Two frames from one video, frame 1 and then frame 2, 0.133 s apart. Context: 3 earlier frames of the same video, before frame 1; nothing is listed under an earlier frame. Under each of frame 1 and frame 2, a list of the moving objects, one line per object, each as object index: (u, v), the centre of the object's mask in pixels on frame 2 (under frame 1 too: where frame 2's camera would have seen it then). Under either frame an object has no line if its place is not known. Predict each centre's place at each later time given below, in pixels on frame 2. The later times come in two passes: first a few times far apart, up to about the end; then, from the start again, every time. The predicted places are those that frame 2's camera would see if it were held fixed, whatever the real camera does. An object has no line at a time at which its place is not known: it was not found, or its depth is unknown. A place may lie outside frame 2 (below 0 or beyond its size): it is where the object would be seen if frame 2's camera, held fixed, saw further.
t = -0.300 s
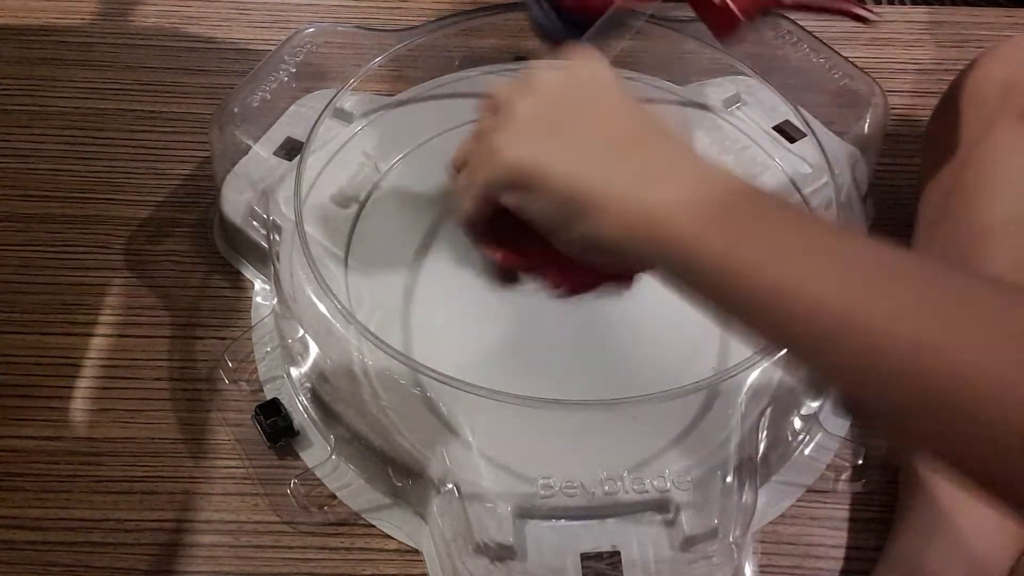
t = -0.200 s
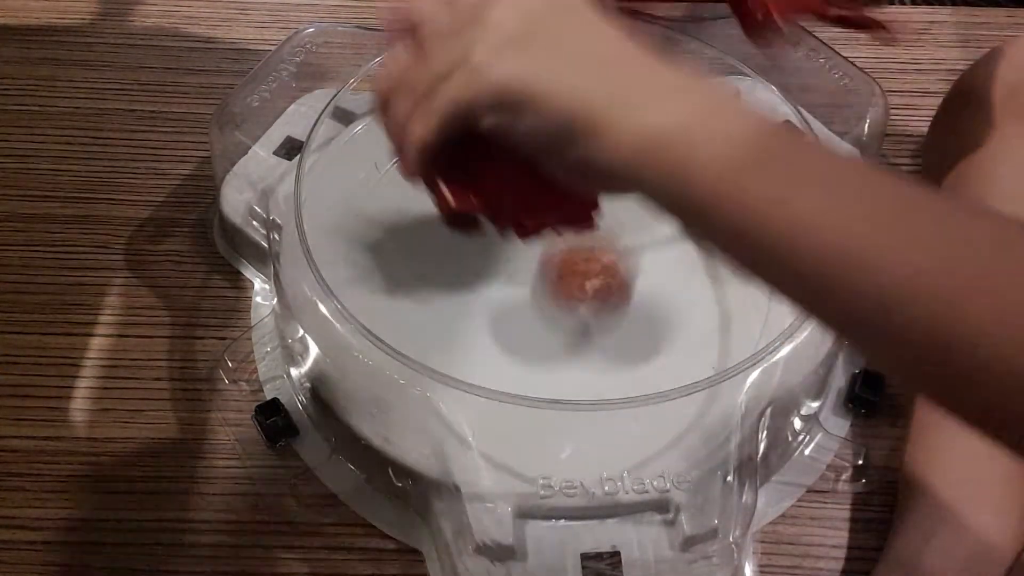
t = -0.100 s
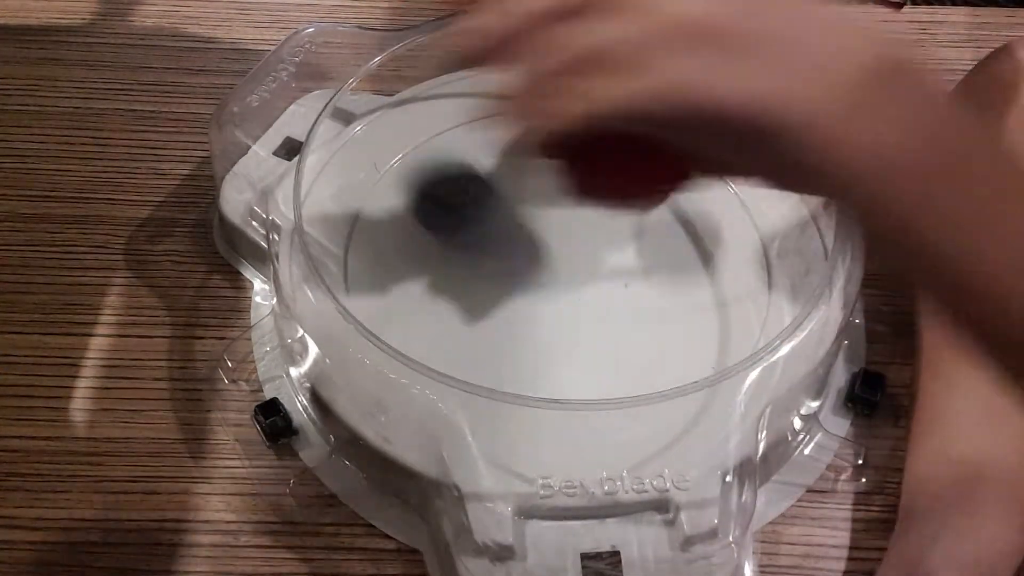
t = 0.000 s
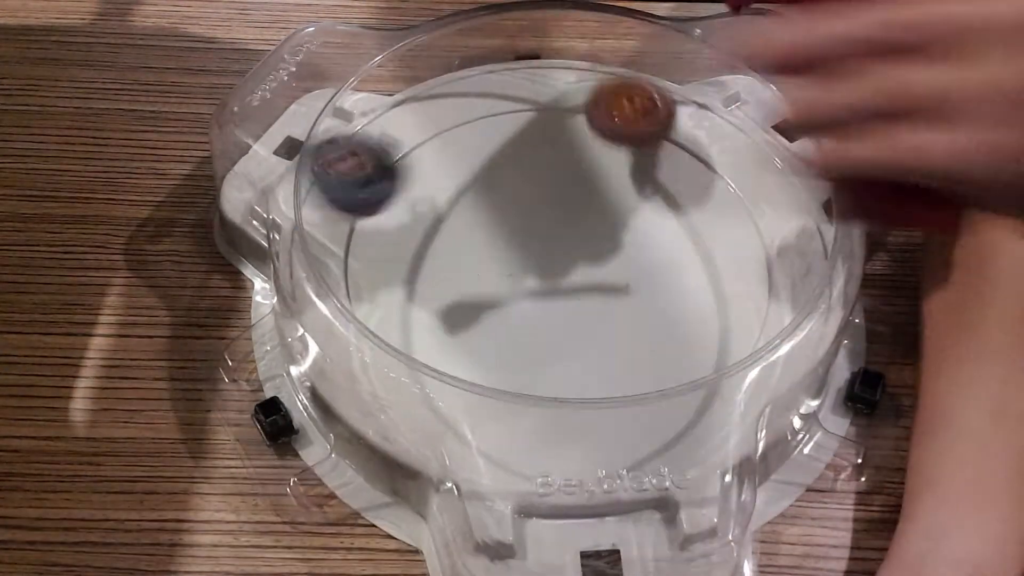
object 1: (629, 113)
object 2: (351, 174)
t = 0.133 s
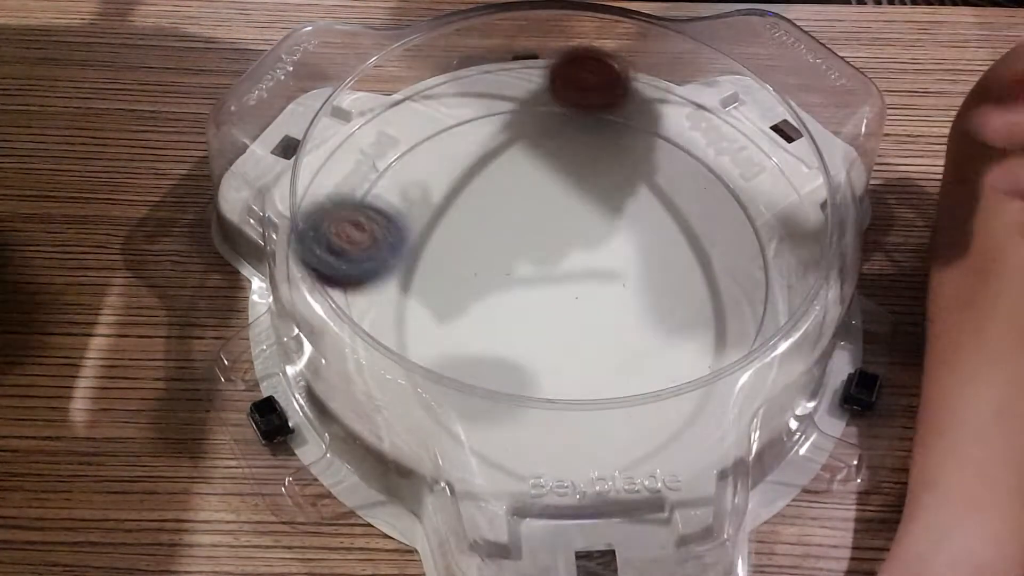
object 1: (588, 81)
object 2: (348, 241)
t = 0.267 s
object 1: (506, 102)
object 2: (470, 348)
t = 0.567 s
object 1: (431, 360)
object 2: (761, 185)
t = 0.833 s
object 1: (758, 289)
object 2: (665, 82)
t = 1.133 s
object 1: (485, 102)
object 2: (462, 181)
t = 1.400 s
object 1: (394, 341)
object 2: (585, 339)
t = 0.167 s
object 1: (574, 79)
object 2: (374, 259)
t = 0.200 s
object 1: (550, 83)
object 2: (405, 290)
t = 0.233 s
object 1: (531, 89)
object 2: (434, 330)
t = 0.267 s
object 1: (506, 102)
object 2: (470, 348)
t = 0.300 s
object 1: (481, 118)
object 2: (520, 320)
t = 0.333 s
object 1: (458, 137)
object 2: (570, 303)
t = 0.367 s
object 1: (434, 161)
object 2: (615, 301)
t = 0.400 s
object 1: (412, 191)
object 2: (655, 310)
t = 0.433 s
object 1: (399, 224)
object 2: (690, 279)
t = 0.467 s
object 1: (392, 258)
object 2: (720, 249)
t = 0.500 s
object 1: (395, 295)
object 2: (741, 235)
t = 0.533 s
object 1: (412, 323)
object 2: (757, 215)
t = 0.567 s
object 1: (431, 360)
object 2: (761, 185)
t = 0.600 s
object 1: (463, 388)
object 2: (763, 172)
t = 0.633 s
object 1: (509, 400)
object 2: (760, 143)
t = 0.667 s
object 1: (558, 408)
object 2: (752, 128)
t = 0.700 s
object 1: (608, 403)
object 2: (742, 111)
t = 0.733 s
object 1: (662, 378)
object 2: (728, 98)
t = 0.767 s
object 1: (702, 356)
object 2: (710, 91)
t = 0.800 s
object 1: (731, 324)
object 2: (687, 85)
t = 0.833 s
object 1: (758, 289)
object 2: (665, 82)
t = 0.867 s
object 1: (764, 245)
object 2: (641, 86)
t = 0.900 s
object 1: (753, 207)
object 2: (615, 89)
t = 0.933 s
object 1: (721, 171)
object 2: (590, 100)
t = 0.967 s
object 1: (686, 141)
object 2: (565, 108)
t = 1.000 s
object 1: (648, 119)
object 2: (540, 119)
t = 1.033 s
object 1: (608, 101)
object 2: (515, 130)
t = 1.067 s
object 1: (568, 88)
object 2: (493, 145)
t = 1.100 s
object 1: (525, 92)
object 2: (477, 160)
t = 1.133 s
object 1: (485, 102)
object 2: (462, 181)
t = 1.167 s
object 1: (447, 117)
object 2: (454, 207)
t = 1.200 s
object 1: (407, 138)
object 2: (456, 234)
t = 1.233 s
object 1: (381, 164)
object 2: (462, 260)
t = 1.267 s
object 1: (358, 192)
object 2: (475, 283)
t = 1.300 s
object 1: (348, 228)
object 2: (496, 305)
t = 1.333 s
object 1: (357, 265)
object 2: (522, 321)
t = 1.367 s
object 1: (373, 296)
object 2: (552, 333)
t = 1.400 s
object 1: (394, 341)
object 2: (585, 339)
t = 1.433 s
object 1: (440, 376)
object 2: (619, 341)
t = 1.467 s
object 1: (498, 393)
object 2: (655, 336)
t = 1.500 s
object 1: (571, 402)
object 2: (689, 328)
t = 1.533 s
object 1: (643, 389)
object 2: (717, 314)
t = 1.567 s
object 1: (691, 354)
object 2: (744, 291)
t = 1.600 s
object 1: (694, 351)
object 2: (784, 223)
